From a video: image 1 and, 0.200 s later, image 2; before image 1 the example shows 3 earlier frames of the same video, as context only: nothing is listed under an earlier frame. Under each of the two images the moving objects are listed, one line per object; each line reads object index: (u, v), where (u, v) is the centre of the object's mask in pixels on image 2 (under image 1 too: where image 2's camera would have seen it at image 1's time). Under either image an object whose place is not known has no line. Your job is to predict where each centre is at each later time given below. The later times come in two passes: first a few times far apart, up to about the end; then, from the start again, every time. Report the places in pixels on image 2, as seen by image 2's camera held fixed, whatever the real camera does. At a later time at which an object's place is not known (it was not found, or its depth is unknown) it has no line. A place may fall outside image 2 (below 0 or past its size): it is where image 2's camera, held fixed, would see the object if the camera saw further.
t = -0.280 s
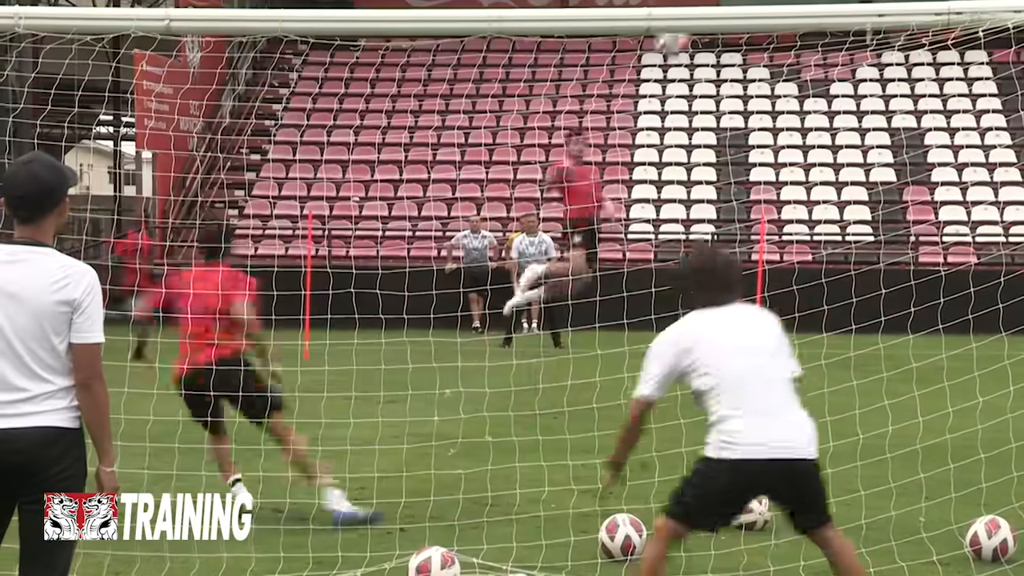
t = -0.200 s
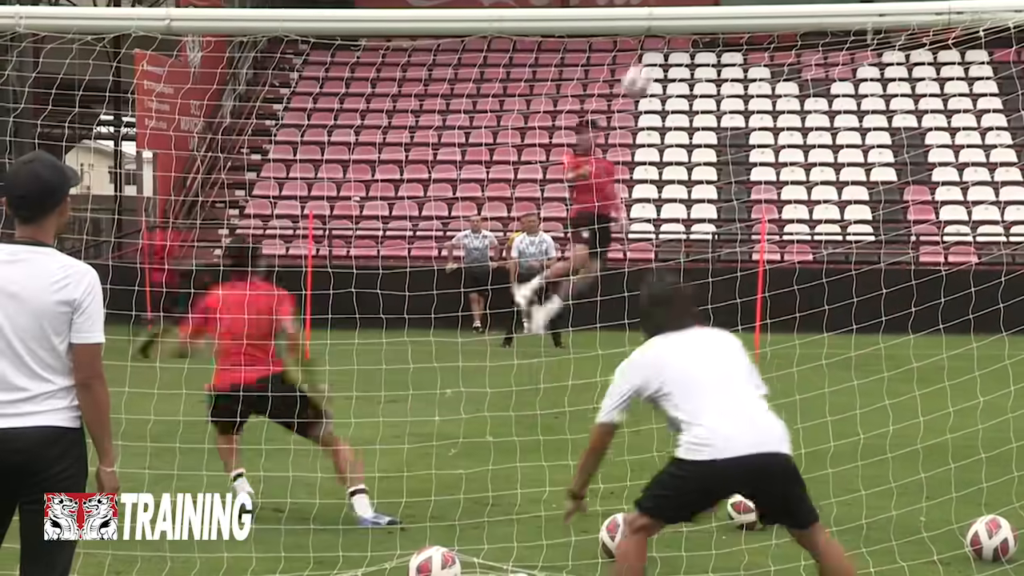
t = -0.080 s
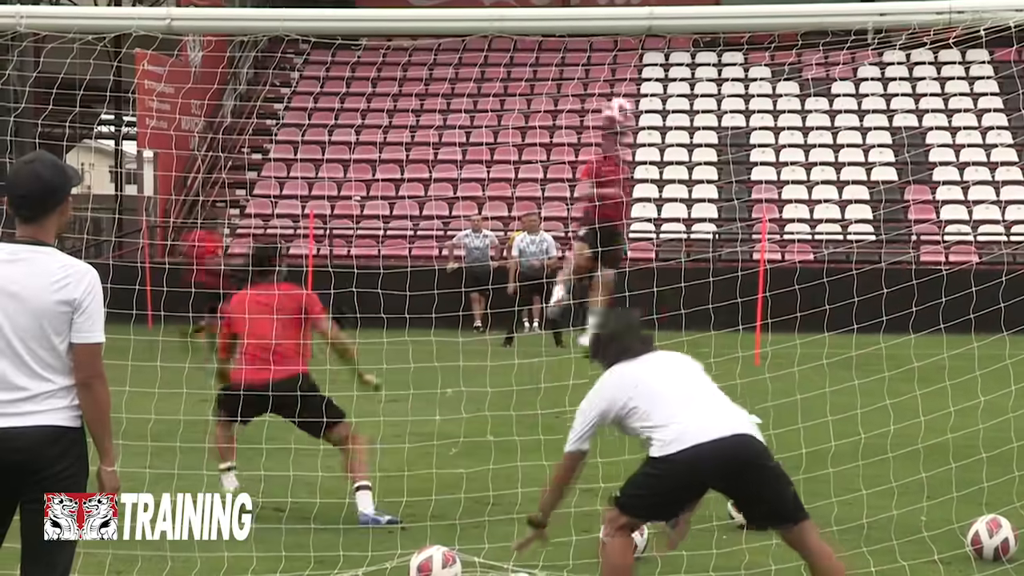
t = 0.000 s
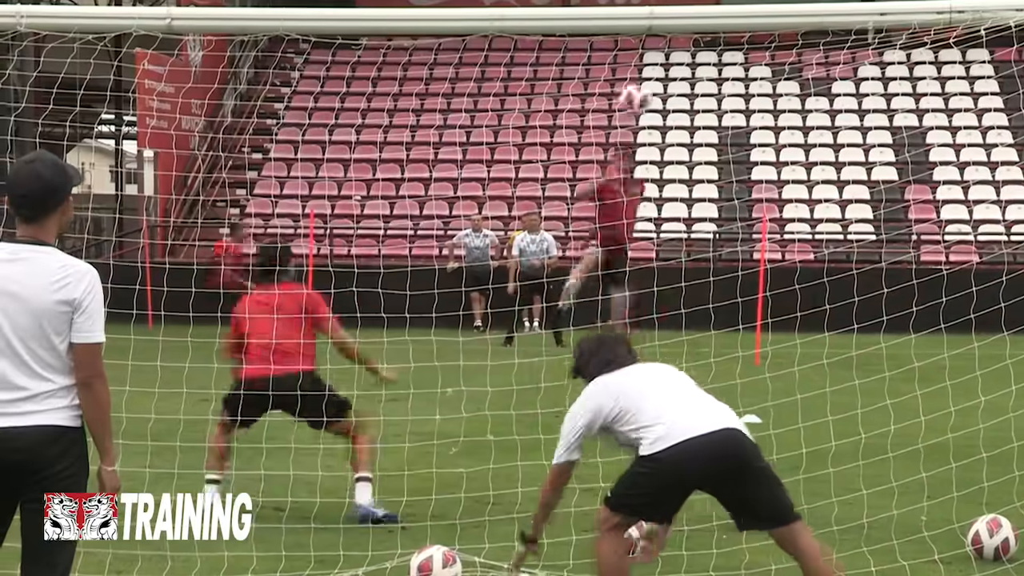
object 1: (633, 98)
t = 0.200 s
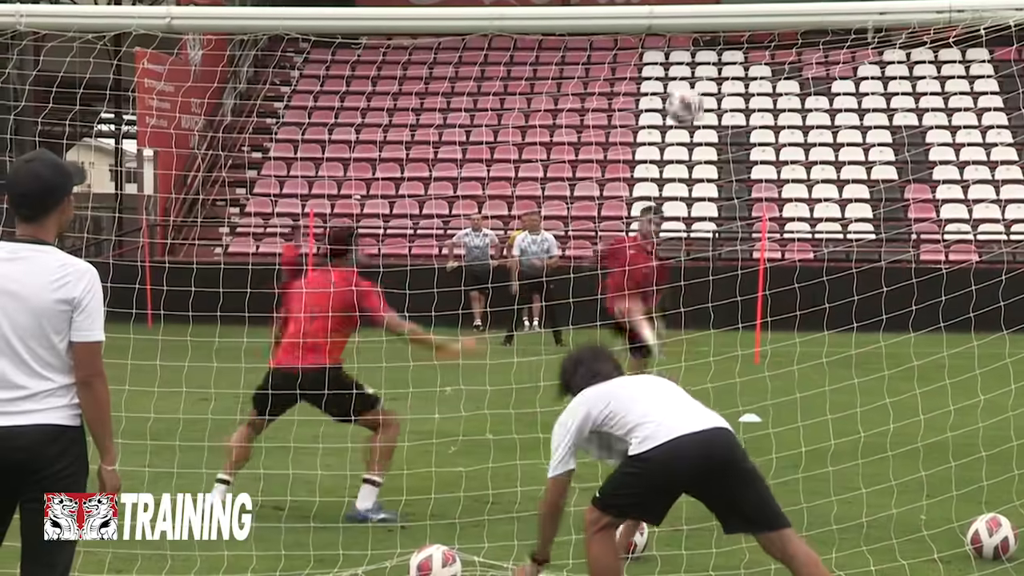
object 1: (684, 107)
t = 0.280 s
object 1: (709, 127)
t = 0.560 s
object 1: (807, 367)
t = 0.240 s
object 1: (698, 115)
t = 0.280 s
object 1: (709, 127)
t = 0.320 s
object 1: (717, 143)
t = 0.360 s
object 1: (733, 165)
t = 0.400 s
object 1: (745, 192)
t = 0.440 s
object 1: (761, 227)
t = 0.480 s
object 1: (775, 264)
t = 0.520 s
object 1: (792, 309)
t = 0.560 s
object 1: (807, 367)
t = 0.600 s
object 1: (828, 431)
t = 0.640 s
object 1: (848, 493)
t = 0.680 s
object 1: (868, 541)
